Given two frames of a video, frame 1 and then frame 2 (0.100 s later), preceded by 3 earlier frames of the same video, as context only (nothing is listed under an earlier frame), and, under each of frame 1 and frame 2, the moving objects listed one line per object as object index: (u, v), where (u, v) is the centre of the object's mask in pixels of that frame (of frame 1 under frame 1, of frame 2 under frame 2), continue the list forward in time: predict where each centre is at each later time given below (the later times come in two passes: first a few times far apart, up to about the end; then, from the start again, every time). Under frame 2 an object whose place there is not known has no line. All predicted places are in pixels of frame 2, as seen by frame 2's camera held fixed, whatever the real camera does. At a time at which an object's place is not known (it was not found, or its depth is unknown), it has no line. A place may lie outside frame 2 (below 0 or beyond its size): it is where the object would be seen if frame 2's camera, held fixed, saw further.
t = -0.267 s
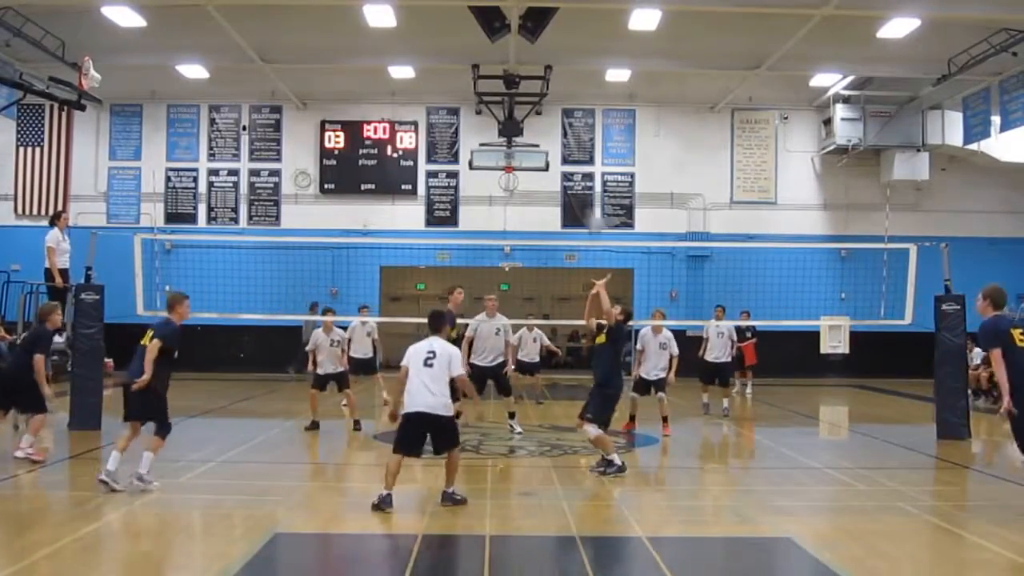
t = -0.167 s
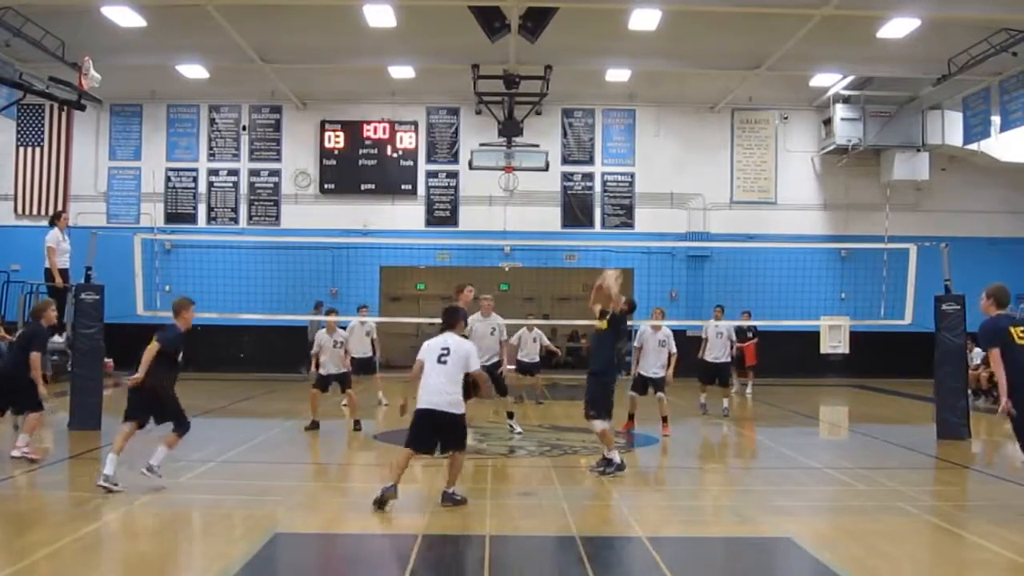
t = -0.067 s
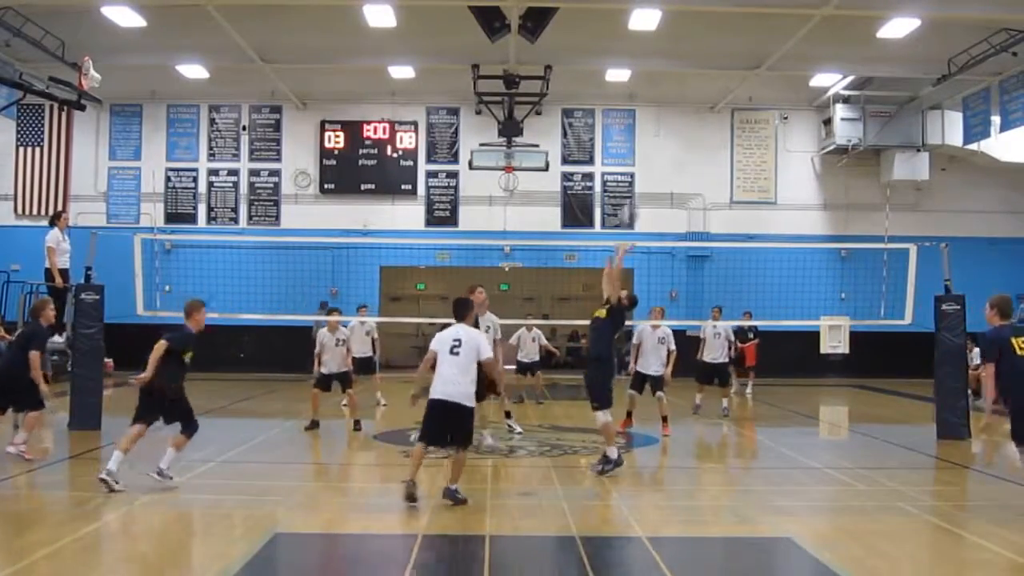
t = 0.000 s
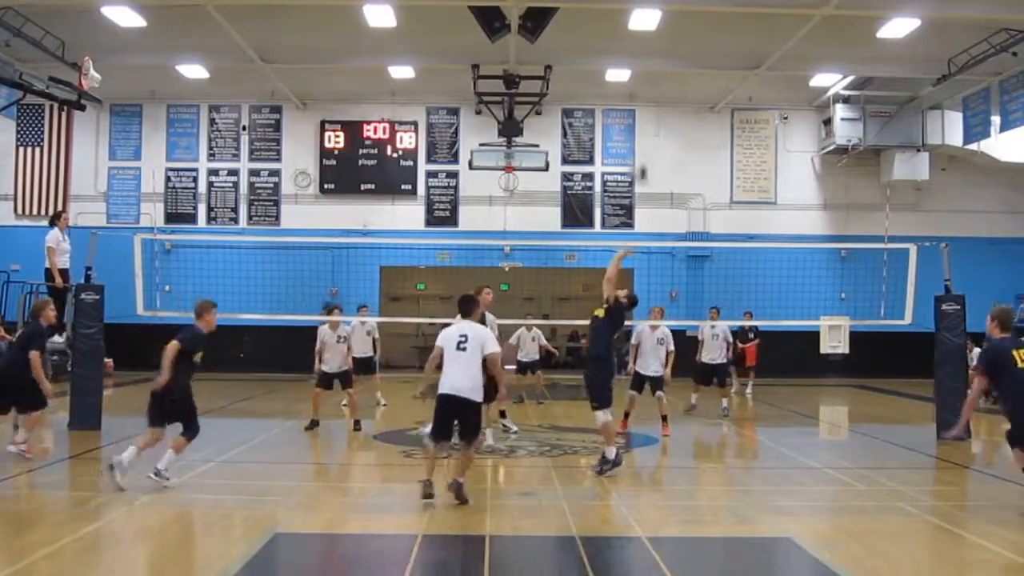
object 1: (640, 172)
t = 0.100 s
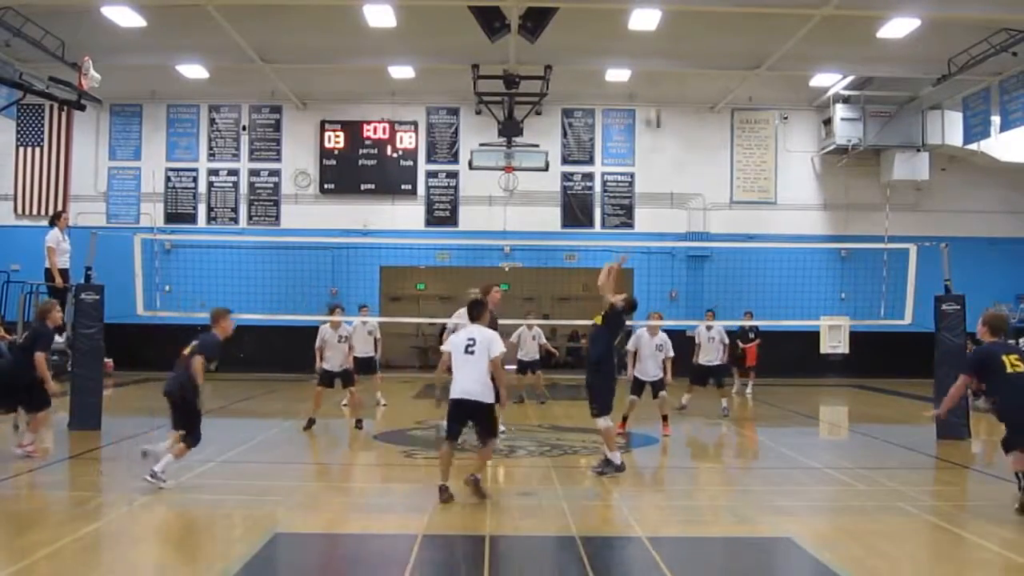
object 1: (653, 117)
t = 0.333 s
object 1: (682, 34)
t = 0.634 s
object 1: (718, 9)
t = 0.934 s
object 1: (752, 67)
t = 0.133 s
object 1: (657, 101)
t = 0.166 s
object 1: (661, 85)
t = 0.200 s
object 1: (667, 73)
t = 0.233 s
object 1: (671, 61)
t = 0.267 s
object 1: (674, 52)
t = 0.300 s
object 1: (679, 41)
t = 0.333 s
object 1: (682, 34)
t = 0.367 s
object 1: (687, 27)
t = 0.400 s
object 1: (690, 21)
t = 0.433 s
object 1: (693, 17)
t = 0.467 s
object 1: (698, 13)
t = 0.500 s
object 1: (702, 10)
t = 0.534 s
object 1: (707, 9)
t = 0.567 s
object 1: (710, 8)
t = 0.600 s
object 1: (714, 8)
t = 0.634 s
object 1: (718, 9)
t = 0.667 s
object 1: (723, 11)
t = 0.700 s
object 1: (725, 15)
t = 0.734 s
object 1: (729, 19)
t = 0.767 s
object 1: (733, 24)
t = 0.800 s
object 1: (736, 31)
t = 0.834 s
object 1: (741, 39)
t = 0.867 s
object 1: (745, 46)
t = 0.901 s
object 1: (748, 57)
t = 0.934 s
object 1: (752, 67)
